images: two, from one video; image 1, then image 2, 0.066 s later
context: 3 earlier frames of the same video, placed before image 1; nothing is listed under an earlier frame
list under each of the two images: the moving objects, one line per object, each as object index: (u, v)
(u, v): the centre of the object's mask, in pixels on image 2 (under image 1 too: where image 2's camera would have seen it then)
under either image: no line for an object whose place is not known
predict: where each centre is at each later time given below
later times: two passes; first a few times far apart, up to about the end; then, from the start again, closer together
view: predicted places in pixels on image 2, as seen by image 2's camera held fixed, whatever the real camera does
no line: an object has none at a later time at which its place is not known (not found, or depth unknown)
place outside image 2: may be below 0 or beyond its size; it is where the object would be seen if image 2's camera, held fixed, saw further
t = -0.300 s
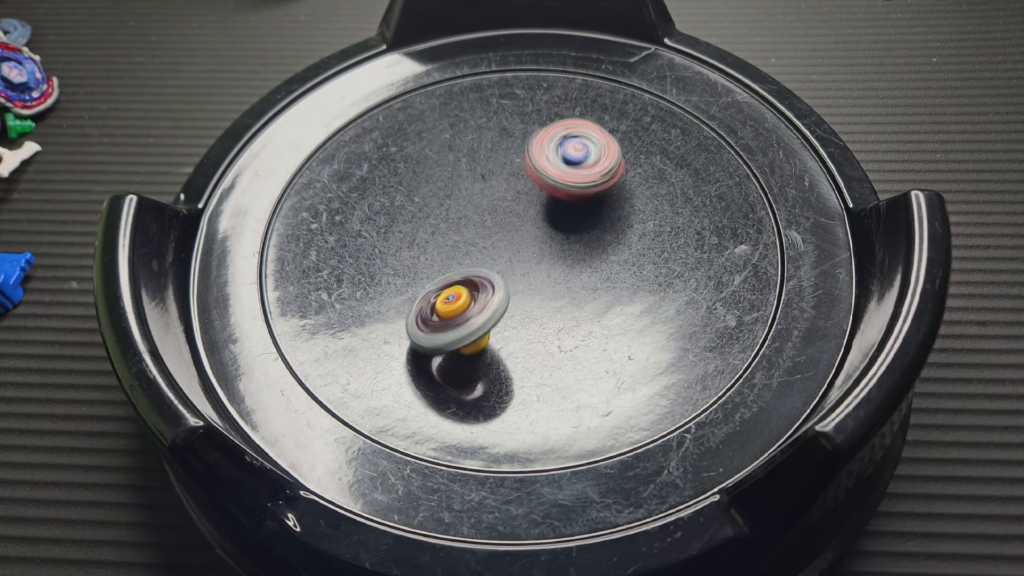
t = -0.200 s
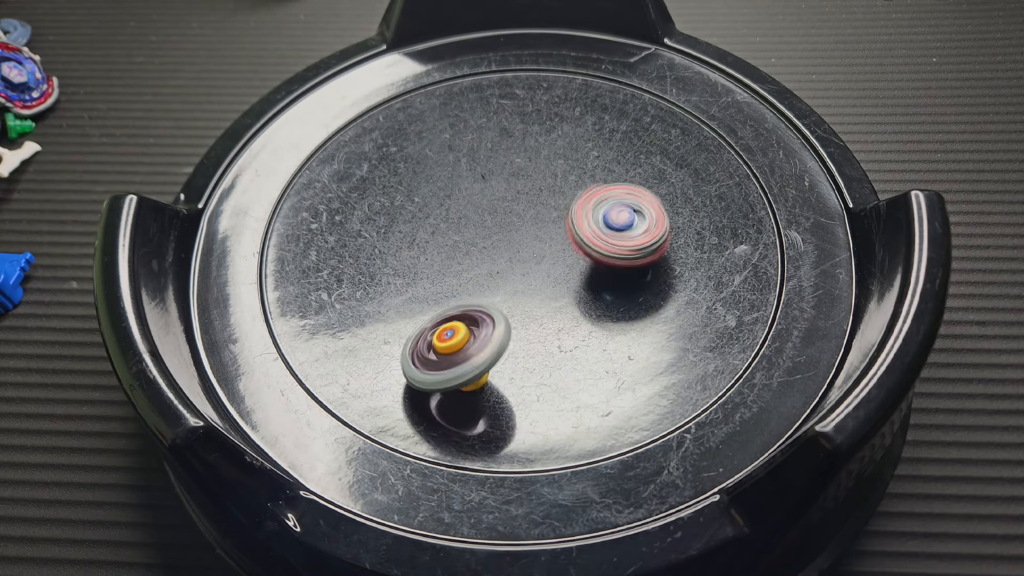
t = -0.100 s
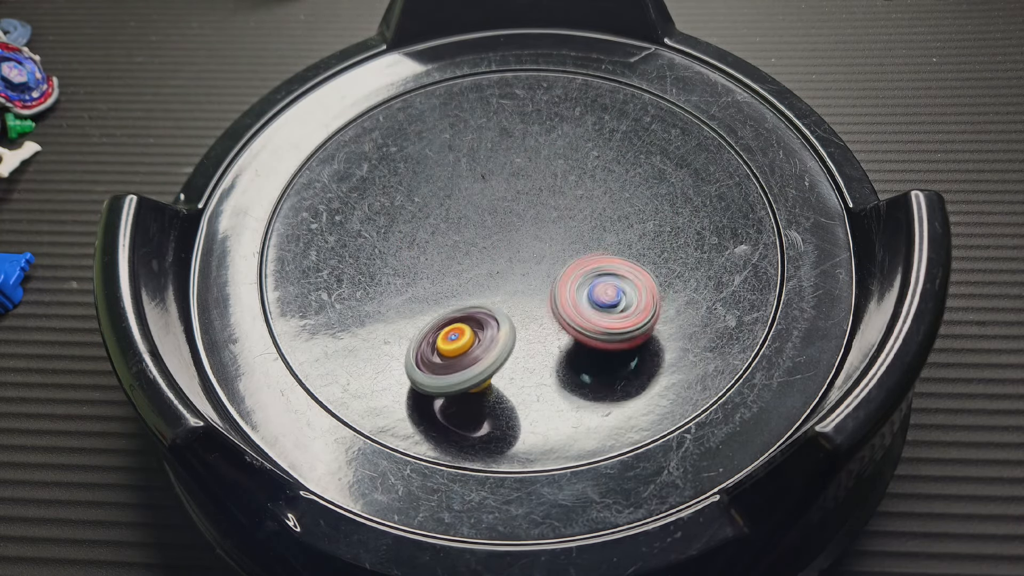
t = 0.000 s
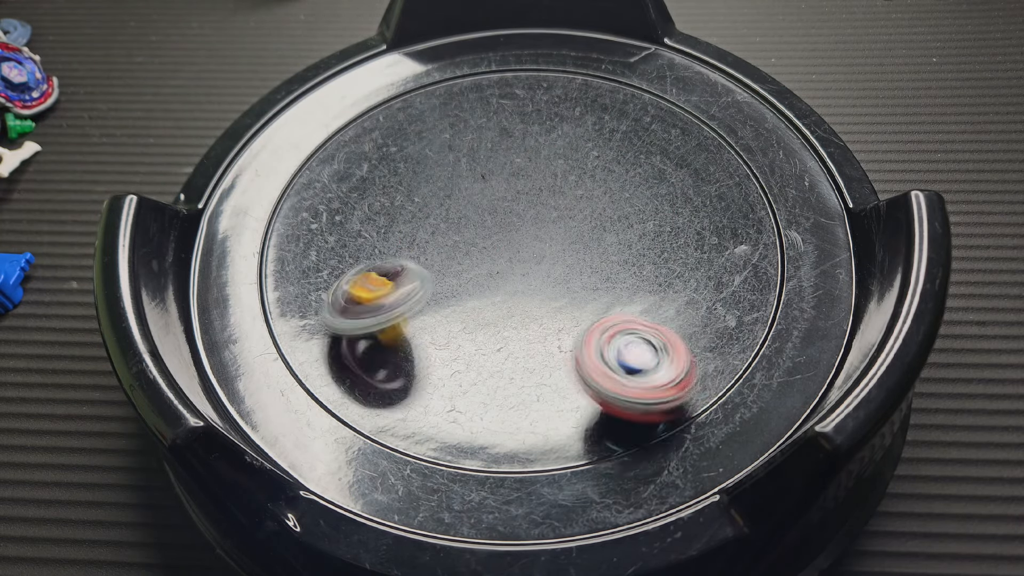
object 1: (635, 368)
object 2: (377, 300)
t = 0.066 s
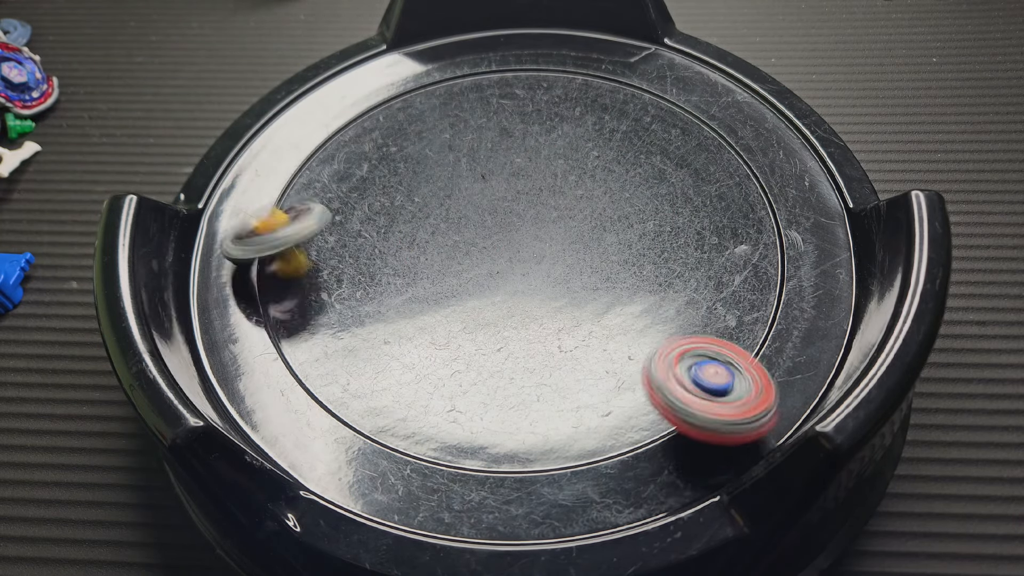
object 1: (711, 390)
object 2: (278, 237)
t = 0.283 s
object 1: (662, 369)
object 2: (211, 113)
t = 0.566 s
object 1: (524, 236)
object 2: (170, 141)
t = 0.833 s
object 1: (600, 120)
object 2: (167, 141)
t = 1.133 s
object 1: (577, 182)
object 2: (171, 140)
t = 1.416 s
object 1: (445, 248)
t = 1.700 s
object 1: (430, 252)
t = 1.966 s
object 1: (485, 249)
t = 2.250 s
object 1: (575, 247)
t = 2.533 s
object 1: (562, 240)
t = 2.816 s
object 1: (510, 223)
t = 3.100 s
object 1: (464, 224)
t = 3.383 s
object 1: (476, 246)
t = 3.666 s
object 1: (525, 273)
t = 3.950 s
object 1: (566, 257)
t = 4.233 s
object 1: (557, 221)
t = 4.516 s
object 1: (502, 199)
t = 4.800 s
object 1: (460, 222)
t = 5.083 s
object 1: (464, 278)
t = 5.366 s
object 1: (528, 292)
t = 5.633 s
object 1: (586, 248)
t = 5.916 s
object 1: (569, 197)
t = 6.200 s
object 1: (487, 192)
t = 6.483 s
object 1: (425, 242)
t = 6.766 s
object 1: (471, 298)
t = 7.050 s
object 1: (576, 286)
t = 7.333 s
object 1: (599, 212)
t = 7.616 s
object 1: (518, 175)
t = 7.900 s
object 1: (426, 211)
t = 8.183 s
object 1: (444, 292)
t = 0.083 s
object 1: (722, 393)
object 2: (261, 220)
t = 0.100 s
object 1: (733, 396)
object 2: (247, 203)
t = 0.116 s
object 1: (738, 395)
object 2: (236, 189)
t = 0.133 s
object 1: (733, 394)
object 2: (230, 176)
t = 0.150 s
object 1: (727, 394)
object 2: (226, 167)
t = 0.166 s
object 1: (720, 392)
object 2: (221, 158)
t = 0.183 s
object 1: (713, 388)
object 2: (217, 148)
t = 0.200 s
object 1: (706, 387)
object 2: (213, 139)
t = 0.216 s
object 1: (699, 383)
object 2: (211, 130)
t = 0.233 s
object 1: (690, 382)
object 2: (211, 126)
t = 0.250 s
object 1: (681, 378)
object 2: (212, 120)
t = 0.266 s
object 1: (672, 373)
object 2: (212, 116)
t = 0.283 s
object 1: (662, 369)
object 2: (211, 113)
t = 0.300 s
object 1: (652, 364)
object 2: (211, 110)
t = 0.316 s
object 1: (641, 358)
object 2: (210, 107)
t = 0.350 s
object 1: (620, 345)
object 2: (208, 105)
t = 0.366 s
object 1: (608, 339)
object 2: (206, 104)
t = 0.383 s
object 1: (598, 332)
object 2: (202, 104)
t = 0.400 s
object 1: (587, 324)
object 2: (198, 104)
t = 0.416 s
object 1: (577, 317)
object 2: (194, 106)
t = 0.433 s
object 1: (567, 310)
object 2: (190, 110)
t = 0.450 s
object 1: (558, 302)
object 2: (189, 118)
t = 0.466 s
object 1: (548, 294)
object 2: (189, 128)
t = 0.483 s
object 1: (541, 285)
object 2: (184, 139)
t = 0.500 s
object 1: (535, 276)
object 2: (178, 152)
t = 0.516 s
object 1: (530, 267)
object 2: (176, 147)
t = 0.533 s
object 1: (527, 256)
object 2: (174, 142)
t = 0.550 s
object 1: (525, 246)
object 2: (171, 140)
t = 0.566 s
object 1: (524, 236)
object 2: (170, 141)
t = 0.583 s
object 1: (525, 226)
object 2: (170, 146)
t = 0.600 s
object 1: (526, 215)
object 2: (170, 147)
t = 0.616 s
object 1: (531, 205)
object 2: (167, 142)
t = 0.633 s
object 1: (533, 196)
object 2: (167, 141)
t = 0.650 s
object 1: (539, 186)
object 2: (168, 141)
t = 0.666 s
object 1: (543, 177)
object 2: (168, 139)
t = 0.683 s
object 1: (550, 168)
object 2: (167, 139)
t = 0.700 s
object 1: (556, 159)
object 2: (166, 141)
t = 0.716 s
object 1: (563, 152)
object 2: (166, 141)
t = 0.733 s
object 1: (570, 143)
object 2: (166, 141)
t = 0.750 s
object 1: (576, 138)
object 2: (166, 140)
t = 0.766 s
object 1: (582, 132)
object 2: (166, 141)
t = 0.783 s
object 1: (588, 128)
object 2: (166, 141)
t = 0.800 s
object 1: (593, 124)
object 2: (167, 141)
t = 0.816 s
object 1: (596, 122)
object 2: (167, 141)
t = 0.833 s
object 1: (600, 120)
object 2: (167, 141)
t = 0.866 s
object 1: (602, 120)
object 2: (168, 141)
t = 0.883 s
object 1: (603, 121)
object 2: (168, 141)
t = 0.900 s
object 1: (603, 123)
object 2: (168, 141)
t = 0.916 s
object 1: (603, 125)
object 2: (169, 141)
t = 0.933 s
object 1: (603, 128)
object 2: (169, 141)
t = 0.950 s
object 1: (601, 131)
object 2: (169, 141)
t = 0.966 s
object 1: (600, 134)
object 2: (169, 141)
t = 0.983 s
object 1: (599, 138)
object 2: (170, 141)
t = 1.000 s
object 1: (597, 142)
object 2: (170, 141)
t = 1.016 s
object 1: (595, 146)
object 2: (170, 141)
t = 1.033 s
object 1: (593, 151)
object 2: (170, 140)
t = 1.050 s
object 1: (591, 156)
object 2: (170, 141)
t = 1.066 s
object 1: (588, 161)
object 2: (170, 141)
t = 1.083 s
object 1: (585, 166)
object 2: (170, 141)
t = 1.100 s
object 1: (583, 171)
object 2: (170, 140)
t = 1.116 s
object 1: (579, 176)
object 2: (170, 140)
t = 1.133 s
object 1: (577, 182)
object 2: (171, 140)
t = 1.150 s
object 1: (573, 186)
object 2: (171, 140)
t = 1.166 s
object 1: (569, 192)
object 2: (171, 140)
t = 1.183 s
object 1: (563, 196)
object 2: (171, 140)
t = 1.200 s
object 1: (558, 203)
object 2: (172, 140)
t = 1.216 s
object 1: (550, 208)
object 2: (172, 140)
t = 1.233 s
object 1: (542, 214)
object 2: (172, 139)
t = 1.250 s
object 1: (533, 219)
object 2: (172, 140)
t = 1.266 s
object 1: (524, 224)
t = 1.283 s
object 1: (515, 228)
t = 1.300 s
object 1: (505, 233)
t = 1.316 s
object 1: (496, 236)
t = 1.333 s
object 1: (487, 239)
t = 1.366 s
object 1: (469, 244)
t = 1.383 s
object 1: (461, 245)
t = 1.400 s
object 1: (452, 247)
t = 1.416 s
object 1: (445, 248)
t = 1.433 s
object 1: (436, 249)
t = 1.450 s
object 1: (430, 250)
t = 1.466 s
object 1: (422, 251)
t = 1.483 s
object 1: (418, 252)
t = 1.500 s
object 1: (414, 252)
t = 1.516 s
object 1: (411, 253)
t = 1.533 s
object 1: (410, 253)
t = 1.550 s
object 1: (410, 254)
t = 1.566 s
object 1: (411, 254)
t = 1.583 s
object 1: (412, 254)
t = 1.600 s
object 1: (414, 254)
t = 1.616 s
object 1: (416, 254)
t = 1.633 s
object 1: (418, 253)
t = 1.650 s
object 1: (421, 253)
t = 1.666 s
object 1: (424, 253)
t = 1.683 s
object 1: (427, 252)
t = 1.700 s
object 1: (430, 252)
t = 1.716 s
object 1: (433, 251)
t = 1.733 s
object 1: (436, 251)
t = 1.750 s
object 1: (439, 250)
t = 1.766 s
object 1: (441, 250)
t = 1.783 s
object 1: (444, 249)
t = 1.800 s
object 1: (447, 249)
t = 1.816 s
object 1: (450, 248)
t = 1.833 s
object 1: (452, 248)
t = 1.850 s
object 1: (456, 248)
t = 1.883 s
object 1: (462, 248)
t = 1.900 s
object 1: (465, 248)
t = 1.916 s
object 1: (469, 249)
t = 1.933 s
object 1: (474, 248)
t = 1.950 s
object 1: (479, 250)
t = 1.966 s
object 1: (485, 249)
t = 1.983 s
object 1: (491, 250)
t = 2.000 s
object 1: (497, 250)
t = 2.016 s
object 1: (503, 251)
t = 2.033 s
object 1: (510, 251)
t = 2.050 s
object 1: (516, 251)
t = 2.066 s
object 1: (523, 252)
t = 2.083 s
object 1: (528, 251)
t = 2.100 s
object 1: (536, 251)
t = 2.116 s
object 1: (542, 251)
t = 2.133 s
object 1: (547, 251)
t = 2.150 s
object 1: (554, 250)
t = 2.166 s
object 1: (560, 251)
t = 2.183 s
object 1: (565, 250)
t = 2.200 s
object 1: (568, 249)
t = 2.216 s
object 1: (571, 249)
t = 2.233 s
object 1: (573, 247)
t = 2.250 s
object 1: (575, 247)
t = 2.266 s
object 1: (576, 246)
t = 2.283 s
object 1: (578, 245)
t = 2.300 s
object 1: (578, 243)
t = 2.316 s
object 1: (579, 243)
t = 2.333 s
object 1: (578, 241)
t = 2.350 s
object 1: (578, 241)
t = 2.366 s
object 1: (577, 240)
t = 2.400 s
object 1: (575, 240)
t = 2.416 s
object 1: (573, 239)
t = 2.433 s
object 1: (572, 240)
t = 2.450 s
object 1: (571, 239)
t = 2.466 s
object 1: (569, 239)
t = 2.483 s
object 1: (567, 240)
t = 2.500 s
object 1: (566, 240)
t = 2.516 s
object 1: (564, 240)
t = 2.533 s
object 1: (562, 240)
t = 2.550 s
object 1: (561, 240)
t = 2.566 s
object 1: (559, 239)
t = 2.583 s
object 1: (557, 239)
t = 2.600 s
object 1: (555, 239)
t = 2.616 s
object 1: (553, 238)
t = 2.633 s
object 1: (550, 238)
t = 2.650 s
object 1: (548, 237)
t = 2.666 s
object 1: (545, 235)
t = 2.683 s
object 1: (542, 235)
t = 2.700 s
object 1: (540, 233)
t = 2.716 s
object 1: (536, 232)
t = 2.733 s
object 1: (533, 231)
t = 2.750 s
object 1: (528, 229)
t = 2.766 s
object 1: (524, 228)
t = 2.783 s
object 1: (520, 227)
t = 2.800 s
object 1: (516, 225)
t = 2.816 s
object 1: (510, 223)
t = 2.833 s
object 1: (506, 222)
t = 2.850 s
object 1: (503, 221)
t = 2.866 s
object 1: (498, 220)
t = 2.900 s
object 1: (491, 218)
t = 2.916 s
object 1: (488, 218)
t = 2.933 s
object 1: (483, 217)
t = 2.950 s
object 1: (481, 217)
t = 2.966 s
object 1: (478, 217)
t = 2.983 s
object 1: (475, 218)
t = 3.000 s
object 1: (473, 218)
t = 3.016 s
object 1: (470, 219)
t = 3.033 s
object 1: (468, 220)
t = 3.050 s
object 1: (467, 221)
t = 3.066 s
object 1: (466, 222)
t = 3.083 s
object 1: (464, 223)
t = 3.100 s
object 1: (464, 224)
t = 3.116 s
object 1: (463, 224)
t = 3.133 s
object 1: (463, 226)
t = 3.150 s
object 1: (463, 227)
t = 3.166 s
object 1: (463, 229)
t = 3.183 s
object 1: (463, 230)
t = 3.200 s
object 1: (463, 231)
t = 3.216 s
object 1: (464, 233)
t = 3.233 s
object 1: (465, 233)
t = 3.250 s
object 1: (466, 235)
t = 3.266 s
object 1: (467, 236)
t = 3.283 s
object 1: (469, 238)
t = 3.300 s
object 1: (470, 239)
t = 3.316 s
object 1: (470, 240)
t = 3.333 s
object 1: (472, 242)
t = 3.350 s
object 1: (473, 243)
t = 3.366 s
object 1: (474, 244)
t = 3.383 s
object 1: (476, 246)
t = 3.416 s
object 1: (479, 250)
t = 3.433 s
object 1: (481, 251)
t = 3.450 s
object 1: (484, 254)
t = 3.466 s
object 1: (485, 255)
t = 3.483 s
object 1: (488, 258)
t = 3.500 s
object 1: (491, 259)
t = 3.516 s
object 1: (494, 261)
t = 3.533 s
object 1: (497, 263)
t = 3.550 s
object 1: (500, 264)
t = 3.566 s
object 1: (504, 267)
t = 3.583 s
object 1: (507, 267)
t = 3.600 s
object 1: (511, 270)
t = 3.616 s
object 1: (514, 271)
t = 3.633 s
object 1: (518, 272)
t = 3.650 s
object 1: (522, 273)
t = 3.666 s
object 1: (525, 273)
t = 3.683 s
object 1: (528, 274)
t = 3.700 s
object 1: (532, 273)
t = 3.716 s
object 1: (535, 274)
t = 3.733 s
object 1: (538, 273)
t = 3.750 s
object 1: (540, 272)
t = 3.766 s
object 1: (544, 272)
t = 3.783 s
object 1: (547, 271)
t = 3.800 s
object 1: (550, 271)
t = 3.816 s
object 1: (552, 269)
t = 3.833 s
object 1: (554, 268)
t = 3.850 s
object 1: (556, 267)
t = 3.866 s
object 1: (558, 265)
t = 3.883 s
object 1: (560, 264)
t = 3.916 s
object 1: (563, 261)
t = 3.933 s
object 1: (565, 259)
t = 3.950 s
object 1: (566, 257)
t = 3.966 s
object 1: (567, 255)
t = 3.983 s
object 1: (567, 252)
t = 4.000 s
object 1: (568, 251)
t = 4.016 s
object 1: (568, 249)
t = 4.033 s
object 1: (568, 247)
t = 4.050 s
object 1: (569, 246)
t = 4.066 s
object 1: (568, 243)
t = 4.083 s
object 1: (569, 241)
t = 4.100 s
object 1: (568, 239)
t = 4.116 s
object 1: (567, 237)
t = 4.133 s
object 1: (567, 235)
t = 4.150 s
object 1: (565, 232)
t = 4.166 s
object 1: (564, 230)
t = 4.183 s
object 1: (562, 228)
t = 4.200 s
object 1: (561, 226)
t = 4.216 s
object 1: (560, 224)
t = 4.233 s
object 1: (557, 221)
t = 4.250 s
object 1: (555, 220)
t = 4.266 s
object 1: (553, 218)
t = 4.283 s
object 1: (551, 216)
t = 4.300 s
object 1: (548, 214)
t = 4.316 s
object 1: (544, 212)
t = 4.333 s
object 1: (542, 211)
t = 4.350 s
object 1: (538, 209)
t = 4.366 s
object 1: (535, 208)
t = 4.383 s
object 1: (531, 206)
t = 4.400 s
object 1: (527, 204)
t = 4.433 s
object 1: (520, 202)
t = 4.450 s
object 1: (517, 201)
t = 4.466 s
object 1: (513, 200)
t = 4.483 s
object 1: (509, 200)
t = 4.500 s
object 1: (506, 199)
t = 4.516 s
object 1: (502, 199)
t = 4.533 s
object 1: (499, 198)
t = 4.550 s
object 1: (494, 198)
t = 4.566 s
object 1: (491, 199)
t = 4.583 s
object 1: (489, 199)
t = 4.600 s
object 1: (485, 200)
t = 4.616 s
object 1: (482, 201)
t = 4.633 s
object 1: (479, 202)
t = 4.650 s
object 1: (476, 204)
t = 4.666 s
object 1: (474, 205)
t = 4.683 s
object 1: (471, 207)
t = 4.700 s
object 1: (470, 209)
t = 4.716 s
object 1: (467, 210)
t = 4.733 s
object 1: (466, 213)
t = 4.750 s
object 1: (464, 215)
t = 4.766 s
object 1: (462, 218)
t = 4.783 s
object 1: (461, 220)
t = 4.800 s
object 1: (460, 222)
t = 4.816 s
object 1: (459, 225)
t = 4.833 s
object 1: (458, 228)
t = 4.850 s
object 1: (457, 232)
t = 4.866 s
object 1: (456, 235)
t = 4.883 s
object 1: (456, 237)
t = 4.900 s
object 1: (455, 241)
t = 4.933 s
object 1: (454, 248)
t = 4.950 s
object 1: (455, 252)
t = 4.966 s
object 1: (455, 255)
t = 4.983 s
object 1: (455, 259)
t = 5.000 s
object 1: (456, 262)
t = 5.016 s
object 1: (456, 265)
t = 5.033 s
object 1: (458, 269)
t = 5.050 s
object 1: (460, 272)
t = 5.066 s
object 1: (462, 275)
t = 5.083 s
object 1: (464, 278)
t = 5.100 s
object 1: (467, 280)
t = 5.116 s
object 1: (469, 283)
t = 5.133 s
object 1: (472, 285)
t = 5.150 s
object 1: (475, 287)
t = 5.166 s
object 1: (479, 289)
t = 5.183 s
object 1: (483, 291)
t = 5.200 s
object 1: (487, 293)
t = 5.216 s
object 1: (491, 294)
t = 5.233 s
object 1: (494, 294)
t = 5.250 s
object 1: (498, 295)
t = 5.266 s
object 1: (502, 296)
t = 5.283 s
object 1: (506, 296)
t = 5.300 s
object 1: (512, 296)
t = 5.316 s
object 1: (516, 294)
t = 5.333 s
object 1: (520, 295)
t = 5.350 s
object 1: (524, 293)
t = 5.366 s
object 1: (528, 292)
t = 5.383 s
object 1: (532, 291)
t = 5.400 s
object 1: (538, 289)
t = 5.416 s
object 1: (542, 288)
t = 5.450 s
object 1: (551, 283)
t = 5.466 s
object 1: (555, 281)
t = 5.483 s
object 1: (559, 278)
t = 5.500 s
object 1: (562, 275)
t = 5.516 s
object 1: (566, 273)
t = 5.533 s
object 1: (570, 269)
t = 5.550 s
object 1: (573, 266)
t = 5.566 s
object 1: (577, 262)
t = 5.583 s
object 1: (580, 259)
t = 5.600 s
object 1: (582, 255)
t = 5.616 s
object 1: (585, 252)
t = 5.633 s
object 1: (586, 248)
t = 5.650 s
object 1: (589, 244)
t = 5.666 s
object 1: (590, 240)
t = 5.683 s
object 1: (591, 236)
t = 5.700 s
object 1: (592, 233)
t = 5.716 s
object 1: (592, 229)
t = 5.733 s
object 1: (592, 226)
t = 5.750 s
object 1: (591, 223)
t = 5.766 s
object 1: (590, 219)
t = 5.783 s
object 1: (589, 216)
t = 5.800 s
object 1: (588, 213)
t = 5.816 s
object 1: (586, 210)
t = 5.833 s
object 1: (584, 208)
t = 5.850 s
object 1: (581, 205)
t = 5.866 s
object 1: (578, 203)
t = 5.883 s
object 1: (575, 200)
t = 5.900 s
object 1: (572, 199)
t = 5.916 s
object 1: (569, 197)
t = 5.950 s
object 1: (561, 195)
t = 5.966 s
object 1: (557, 193)
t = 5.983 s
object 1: (553, 192)
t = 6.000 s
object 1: (548, 191)
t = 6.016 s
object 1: (544, 190)
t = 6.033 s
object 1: (538, 189)
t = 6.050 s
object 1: (533, 189)
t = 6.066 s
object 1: (529, 188)
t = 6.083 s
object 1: (523, 188)
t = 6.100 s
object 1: (518, 188)
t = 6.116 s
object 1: (513, 188)
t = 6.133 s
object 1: (508, 189)
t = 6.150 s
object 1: (503, 189)
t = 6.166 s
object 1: (497, 190)
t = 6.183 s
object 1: (492, 191)
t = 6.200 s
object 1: (487, 192)
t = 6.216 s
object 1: (482, 194)
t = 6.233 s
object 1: (477, 196)
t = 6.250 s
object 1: (472, 197)
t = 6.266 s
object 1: (466, 200)
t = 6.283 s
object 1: (462, 202)
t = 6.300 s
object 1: (457, 204)
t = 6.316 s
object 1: (452, 207)
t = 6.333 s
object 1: (448, 210)
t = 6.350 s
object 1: (444, 213)
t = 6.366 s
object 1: (441, 216)
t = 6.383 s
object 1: (437, 220)
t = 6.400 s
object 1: (434, 222)
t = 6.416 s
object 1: (432, 227)
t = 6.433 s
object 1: (430, 230)
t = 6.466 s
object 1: (426, 238)
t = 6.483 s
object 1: (425, 242)
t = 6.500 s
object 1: (425, 245)
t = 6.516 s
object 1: (425, 250)
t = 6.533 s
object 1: (425, 254)
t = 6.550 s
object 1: (426, 257)
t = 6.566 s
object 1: (427, 262)
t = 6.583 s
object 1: (429, 265)
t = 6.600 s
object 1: (430, 269)
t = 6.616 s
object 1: (433, 273)
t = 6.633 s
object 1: (436, 276)
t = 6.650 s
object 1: (439, 279)
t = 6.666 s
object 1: (443, 283)
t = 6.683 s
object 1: (446, 286)
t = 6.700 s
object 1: (451, 288)
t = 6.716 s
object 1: (455, 292)
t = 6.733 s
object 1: (461, 294)
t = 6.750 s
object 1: (465, 296)
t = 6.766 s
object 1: (471, 298)
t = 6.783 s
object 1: (477, 300)
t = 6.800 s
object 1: (483, 302)
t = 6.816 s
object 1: (489, 304)
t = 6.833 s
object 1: (495, 304)
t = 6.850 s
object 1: (502, 305)
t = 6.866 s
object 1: (508, 305)
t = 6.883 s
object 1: (515, 305)
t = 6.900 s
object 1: (522, 304)
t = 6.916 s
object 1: (529, 303)
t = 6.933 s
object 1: (534, 303)
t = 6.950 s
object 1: (541, 302)
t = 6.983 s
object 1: (553, 296)
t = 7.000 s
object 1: (560, 295)
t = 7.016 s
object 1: (566, 292)
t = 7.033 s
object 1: (570, 287)
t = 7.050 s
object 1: (576, 286)
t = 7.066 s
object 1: (581, 282)
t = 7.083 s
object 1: (585, 277)
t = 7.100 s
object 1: (589, 273)
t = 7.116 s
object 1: (593, 270)
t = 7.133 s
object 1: (596, 265)
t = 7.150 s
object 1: (598, 261)
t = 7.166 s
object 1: (601, 256)
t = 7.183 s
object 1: (602, 251)
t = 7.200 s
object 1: (604, 247)
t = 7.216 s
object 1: (605, 242)
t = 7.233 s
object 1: (605, 237)
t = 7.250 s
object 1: (605, 233)
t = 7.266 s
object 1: (605, 228)
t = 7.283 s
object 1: (604, 224)
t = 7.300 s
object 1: (603, 220)
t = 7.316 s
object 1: (602, 216)
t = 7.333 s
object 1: (599, 212)
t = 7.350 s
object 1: (597, 208)
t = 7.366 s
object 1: (594, 204)
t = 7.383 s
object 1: (591, 201)
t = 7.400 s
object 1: (588, 198)
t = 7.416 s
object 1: (584, 194)
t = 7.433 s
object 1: (579, 191)
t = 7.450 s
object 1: (576, 189)
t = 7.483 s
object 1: (566, 185)
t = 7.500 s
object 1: (560, 183)
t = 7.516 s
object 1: (555, 181)
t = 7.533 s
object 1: (549, 180)
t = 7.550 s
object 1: (544, 178)
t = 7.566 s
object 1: (537, 177)
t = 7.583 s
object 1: (531, 177)
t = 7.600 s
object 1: (524, 176)
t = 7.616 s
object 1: (518, 175)
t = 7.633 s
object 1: (512, 176)
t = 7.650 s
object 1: (505, 175)
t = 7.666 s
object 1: (499, 176)
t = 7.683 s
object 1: (492, 176)
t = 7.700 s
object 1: (486, 177)
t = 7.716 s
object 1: (480, 178)
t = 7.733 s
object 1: (473, 180)
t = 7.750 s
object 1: (467, 182)
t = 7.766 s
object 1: (462, 184)
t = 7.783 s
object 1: (455, 187)
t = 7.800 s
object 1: (450, 190)
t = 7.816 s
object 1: (445, 192)
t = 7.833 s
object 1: (441, 195)
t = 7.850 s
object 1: (436, 199)
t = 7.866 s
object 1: (432, 202)
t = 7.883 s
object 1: (429, 206)
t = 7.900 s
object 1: (426, 211)
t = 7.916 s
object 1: (424, 215)
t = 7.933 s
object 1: (422, 219)
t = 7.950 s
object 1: (420, 224)
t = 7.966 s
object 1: (419, 229)
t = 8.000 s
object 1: (417, 238)
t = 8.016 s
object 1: (418, 243)
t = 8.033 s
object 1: (418, 248)
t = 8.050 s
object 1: (419, 253)
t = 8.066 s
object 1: (420, 258)
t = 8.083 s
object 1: (422, 263)
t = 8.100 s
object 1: (424, 268)
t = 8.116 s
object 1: (427, 274)
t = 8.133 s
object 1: (431, 279)
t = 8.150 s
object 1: (434, 283)
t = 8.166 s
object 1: (439, 288)
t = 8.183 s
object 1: (444, 292)
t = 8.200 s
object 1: (449, 296)
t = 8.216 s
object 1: (455, 300)
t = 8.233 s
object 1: (461, 304)
